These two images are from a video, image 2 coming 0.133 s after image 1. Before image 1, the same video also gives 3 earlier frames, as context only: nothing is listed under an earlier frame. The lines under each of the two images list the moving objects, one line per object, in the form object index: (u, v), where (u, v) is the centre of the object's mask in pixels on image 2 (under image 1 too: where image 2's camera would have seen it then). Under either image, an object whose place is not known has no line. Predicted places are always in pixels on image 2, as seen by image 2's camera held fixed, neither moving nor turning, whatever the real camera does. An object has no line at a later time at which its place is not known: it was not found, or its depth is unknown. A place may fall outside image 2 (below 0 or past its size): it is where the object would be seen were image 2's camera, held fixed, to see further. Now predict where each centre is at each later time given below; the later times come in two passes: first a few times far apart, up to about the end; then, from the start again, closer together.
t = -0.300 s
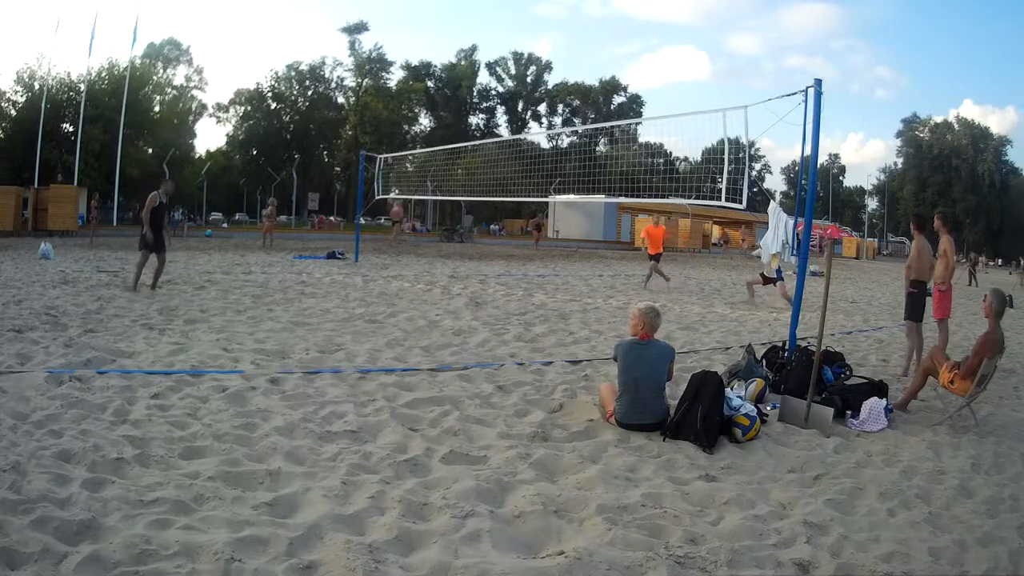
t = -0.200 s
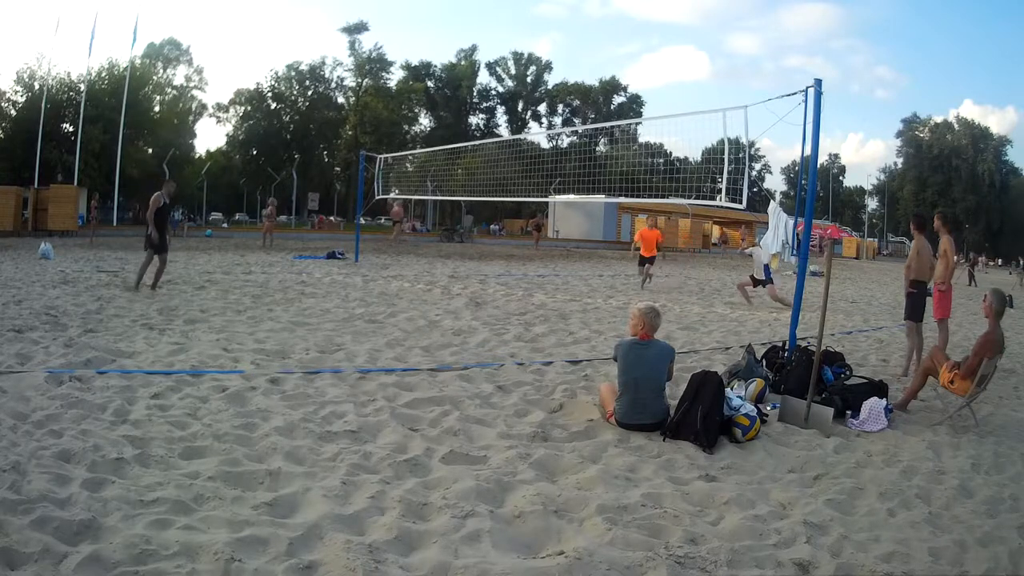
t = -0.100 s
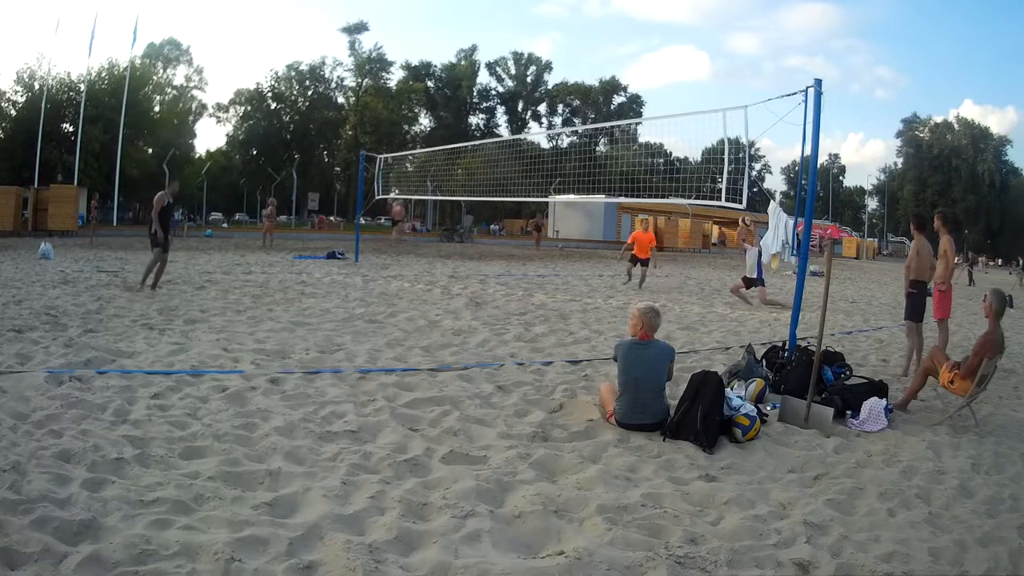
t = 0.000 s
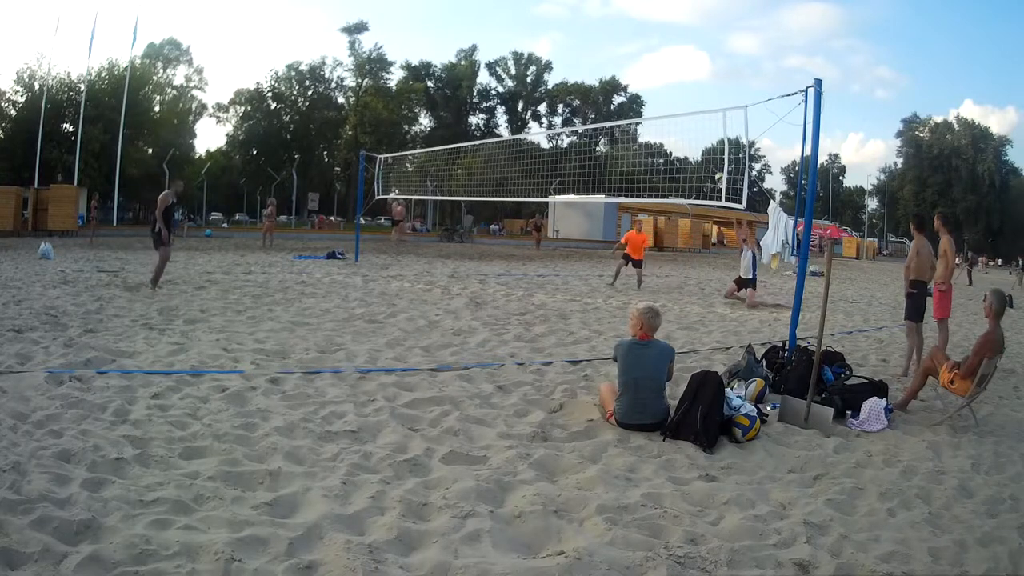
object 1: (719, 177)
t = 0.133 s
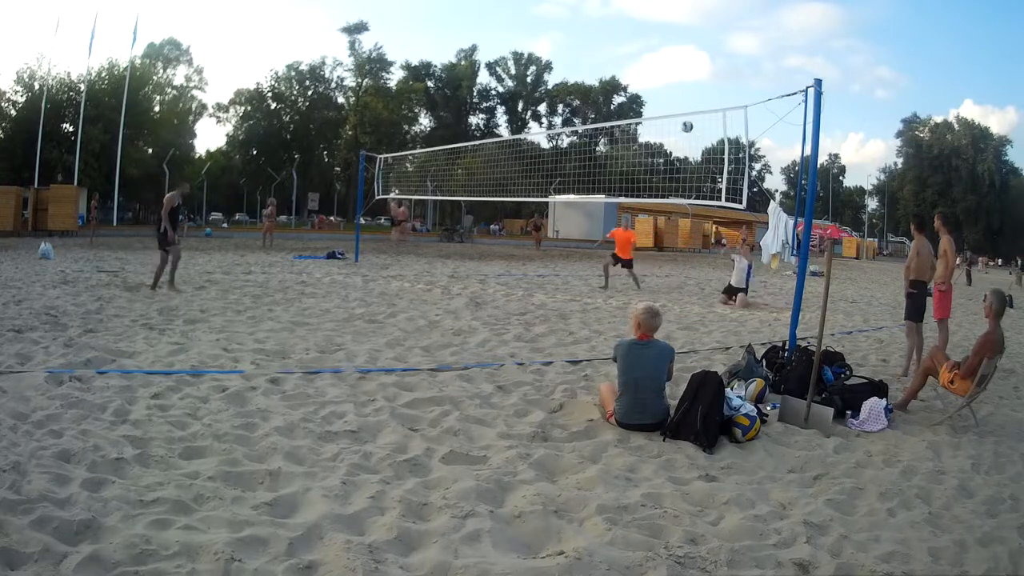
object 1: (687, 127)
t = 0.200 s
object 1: (669, 105)
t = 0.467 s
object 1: (594, 44)
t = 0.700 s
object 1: (525, 25)
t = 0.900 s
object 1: (464, 35)
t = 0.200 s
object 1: (669, 105)
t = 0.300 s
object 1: (641, 77)
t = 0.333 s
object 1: (631, 69)
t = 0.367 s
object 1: (622, 61)
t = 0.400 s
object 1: (613, 55)
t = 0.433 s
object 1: (603, 49)
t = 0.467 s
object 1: (594, 44)
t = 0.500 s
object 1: (584, 39)
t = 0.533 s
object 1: (574, 35)
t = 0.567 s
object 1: (565, 32)
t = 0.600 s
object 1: (555, 29)
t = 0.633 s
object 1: (545, 27)
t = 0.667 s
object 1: (535, 25)
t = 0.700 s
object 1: (525, 25)
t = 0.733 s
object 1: (515, 24)
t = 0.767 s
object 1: (505, 25)
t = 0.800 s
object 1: (495, 26)
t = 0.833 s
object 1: (484, 29)
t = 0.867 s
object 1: (474, 31)
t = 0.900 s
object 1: (464, 35)
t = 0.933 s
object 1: (453, 39)
